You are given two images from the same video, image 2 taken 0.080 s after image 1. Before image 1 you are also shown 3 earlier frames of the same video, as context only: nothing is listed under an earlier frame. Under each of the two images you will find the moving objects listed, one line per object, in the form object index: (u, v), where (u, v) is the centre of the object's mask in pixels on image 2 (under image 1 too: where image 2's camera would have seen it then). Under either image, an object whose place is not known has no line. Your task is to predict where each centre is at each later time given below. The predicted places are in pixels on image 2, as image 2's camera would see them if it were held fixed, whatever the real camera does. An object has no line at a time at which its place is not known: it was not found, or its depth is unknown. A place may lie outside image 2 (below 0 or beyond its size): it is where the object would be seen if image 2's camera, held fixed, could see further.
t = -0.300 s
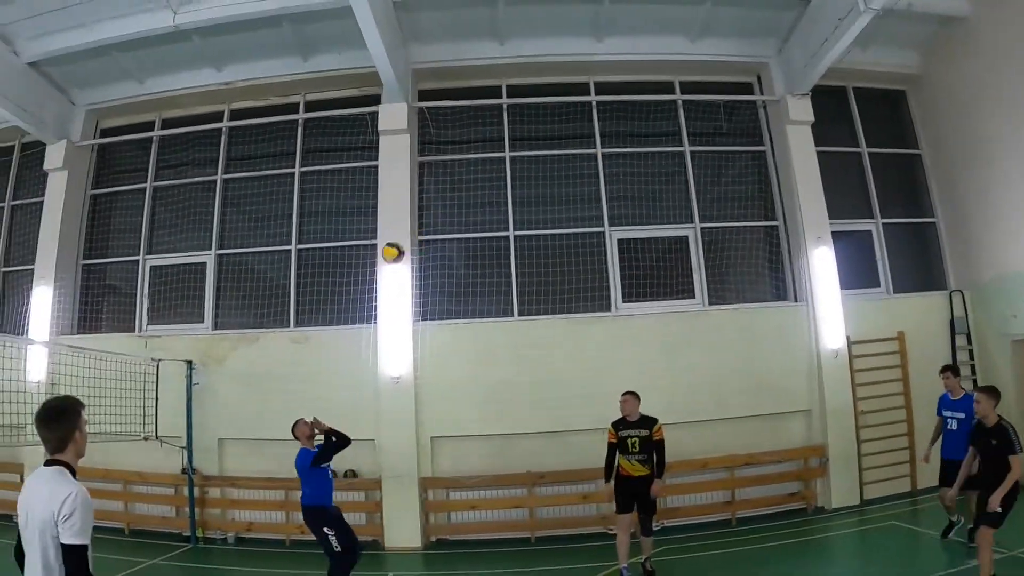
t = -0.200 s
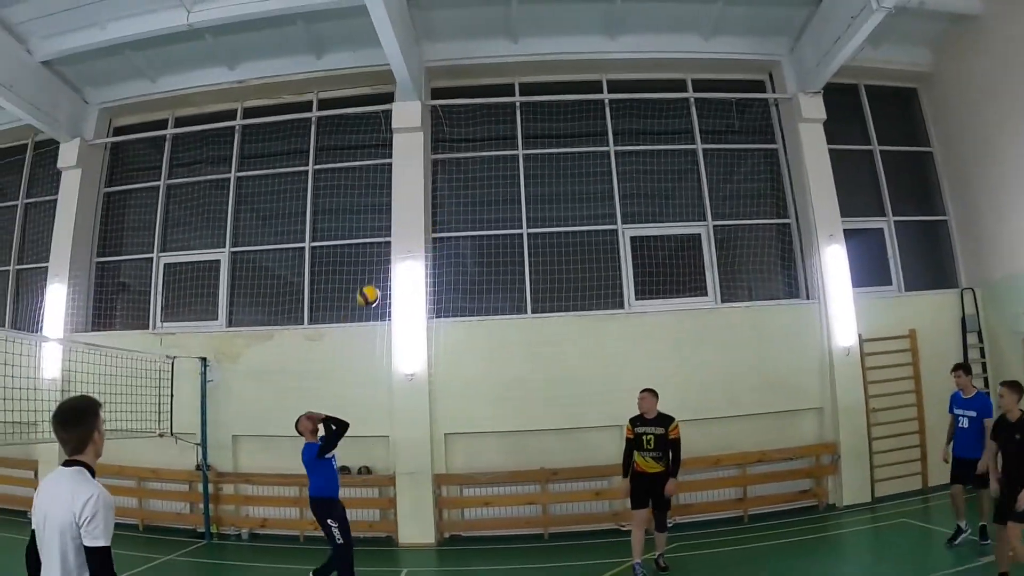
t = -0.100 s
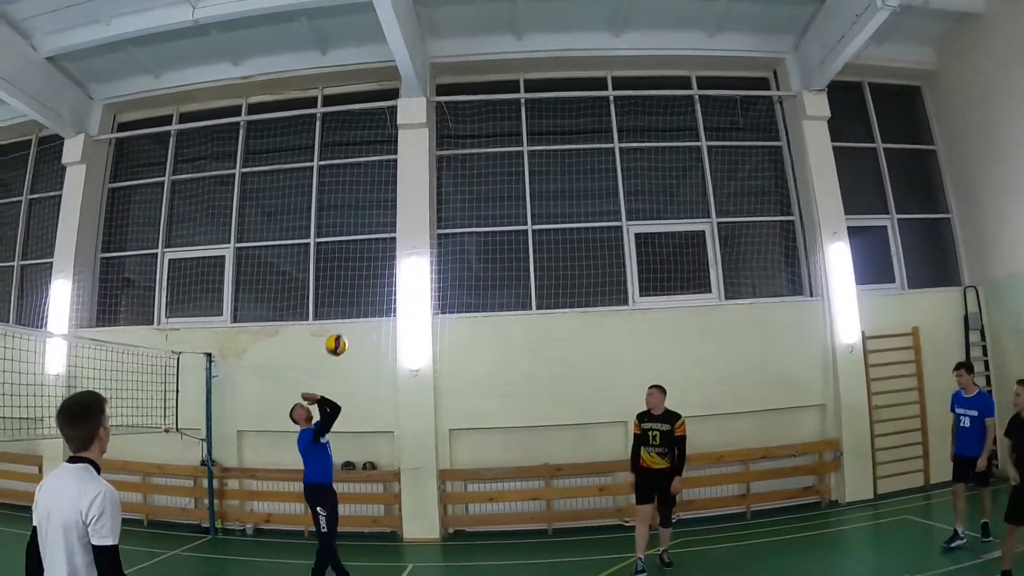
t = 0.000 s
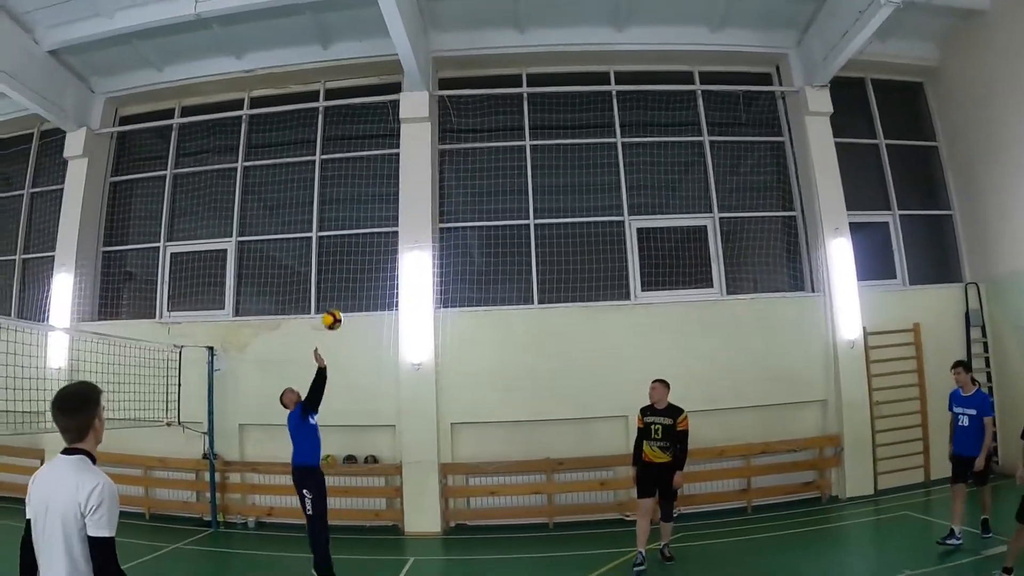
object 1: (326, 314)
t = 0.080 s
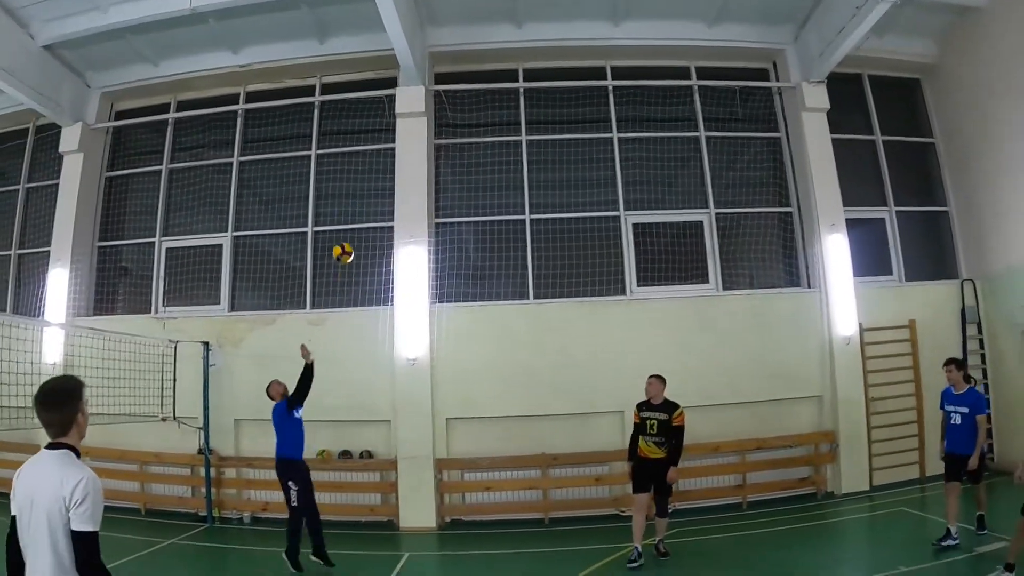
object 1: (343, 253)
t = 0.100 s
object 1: (346, 240)
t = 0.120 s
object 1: (351, 227)
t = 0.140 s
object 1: (354, 214)
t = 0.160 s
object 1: (357, 202)
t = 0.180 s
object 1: (360, 191)
